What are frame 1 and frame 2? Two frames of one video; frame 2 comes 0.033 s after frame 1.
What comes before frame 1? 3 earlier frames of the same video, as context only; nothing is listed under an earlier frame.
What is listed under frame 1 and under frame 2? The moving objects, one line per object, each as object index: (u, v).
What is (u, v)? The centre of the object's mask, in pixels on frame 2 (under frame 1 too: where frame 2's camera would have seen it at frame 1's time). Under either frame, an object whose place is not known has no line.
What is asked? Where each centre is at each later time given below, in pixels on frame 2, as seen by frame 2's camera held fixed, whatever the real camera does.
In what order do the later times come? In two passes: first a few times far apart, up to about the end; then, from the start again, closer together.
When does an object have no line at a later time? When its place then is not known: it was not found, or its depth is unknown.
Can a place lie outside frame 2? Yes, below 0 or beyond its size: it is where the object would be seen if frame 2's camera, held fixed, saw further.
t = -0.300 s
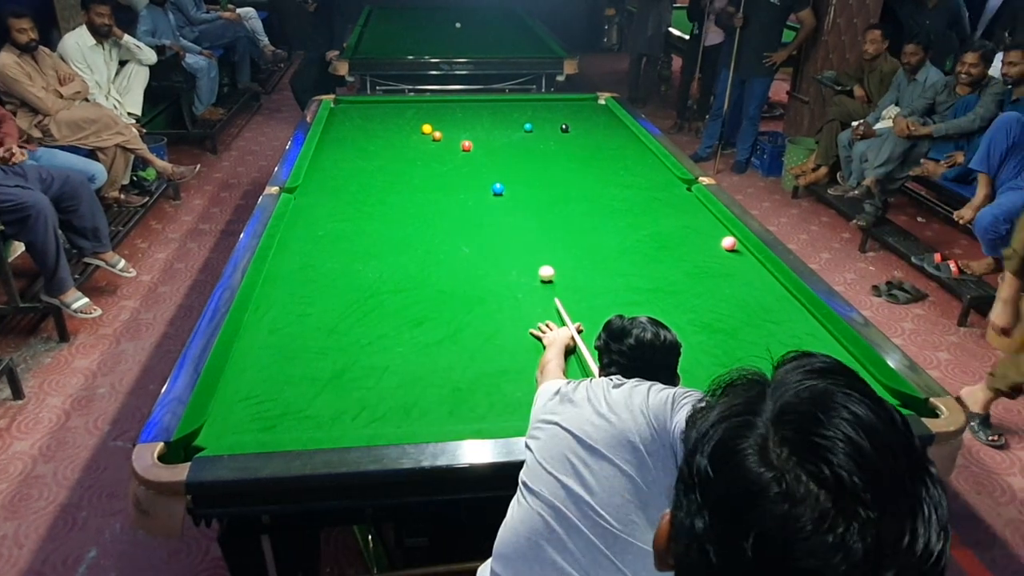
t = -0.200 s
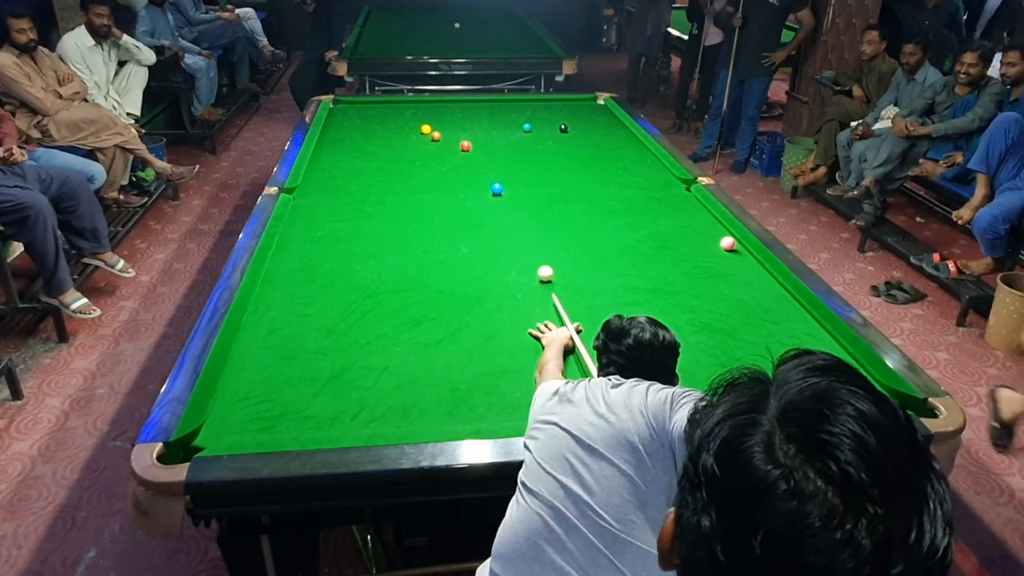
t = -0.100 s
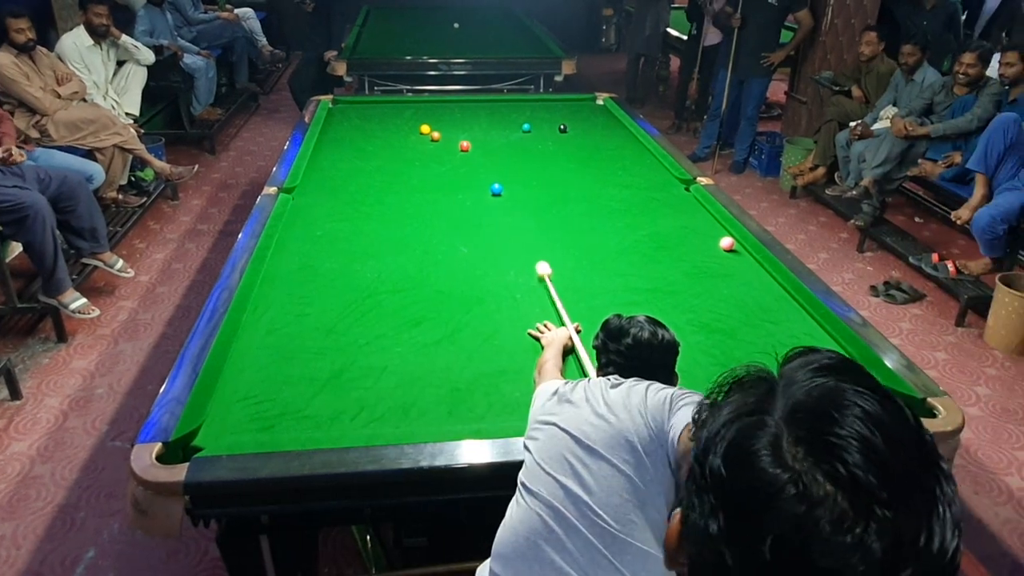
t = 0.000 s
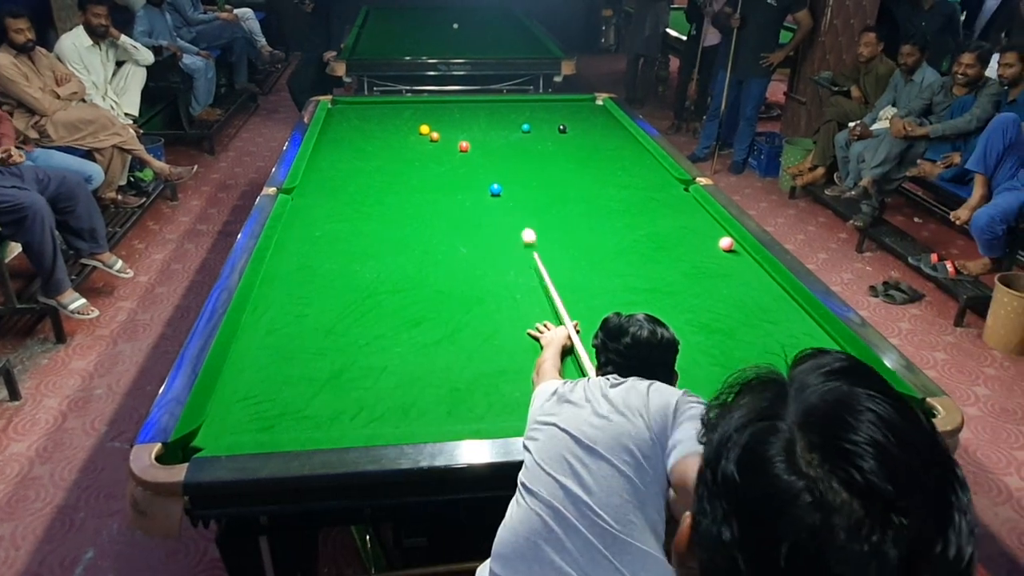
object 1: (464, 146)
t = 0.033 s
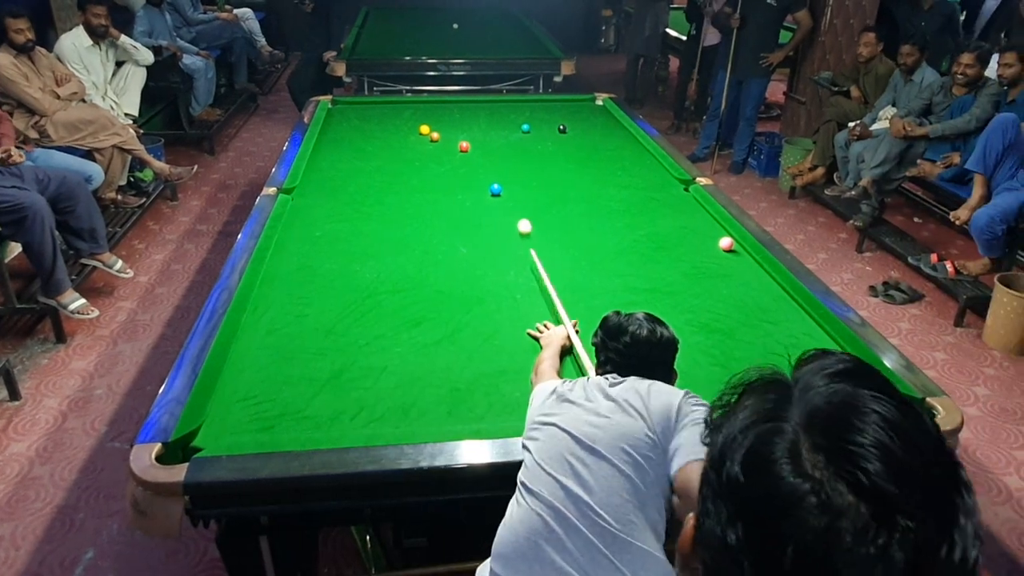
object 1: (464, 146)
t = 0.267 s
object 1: (464, 146)
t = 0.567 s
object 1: (464, 146)
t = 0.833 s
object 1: (464, 146)
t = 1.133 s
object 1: (464, 146)
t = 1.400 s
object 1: (464, 146)
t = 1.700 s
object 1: (477, 149)
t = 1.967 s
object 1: (495, 153)
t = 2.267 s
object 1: (515, 157)
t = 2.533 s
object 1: (532, 161)
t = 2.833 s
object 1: (550, 165)
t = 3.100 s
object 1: (566, 168)
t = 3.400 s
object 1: (583, 172)
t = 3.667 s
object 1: (596, 175)
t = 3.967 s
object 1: (611, 178)
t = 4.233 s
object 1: (623, 181)
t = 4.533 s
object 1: (634, 183)
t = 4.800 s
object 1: (644, 185)
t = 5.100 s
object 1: (652, 187)
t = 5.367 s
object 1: (658, 189)
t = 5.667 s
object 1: (663, 190)
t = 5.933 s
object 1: (667, 191)
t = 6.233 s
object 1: (670, 192)
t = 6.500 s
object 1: (670, 192)
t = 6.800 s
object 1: (670, 192)
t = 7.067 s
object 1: (670, 191)
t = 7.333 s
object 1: (670, 191)
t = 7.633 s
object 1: (670, 192)
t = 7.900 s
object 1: (670, 191)
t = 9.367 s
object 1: (669, 191)
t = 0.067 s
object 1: (464, 146)
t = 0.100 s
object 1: (464, 146)
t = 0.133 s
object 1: (464, 146)
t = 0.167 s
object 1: (464, 146)
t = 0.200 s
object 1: (464, 146)
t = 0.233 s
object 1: (464, 146)
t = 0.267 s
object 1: (464, 146)
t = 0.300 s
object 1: (464, 146)
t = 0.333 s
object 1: (464, 146)
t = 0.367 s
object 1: (464, 146)
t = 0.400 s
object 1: (464, 146)
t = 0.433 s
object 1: (464, 146)
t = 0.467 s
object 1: (464, 146)
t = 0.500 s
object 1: (464, 146)
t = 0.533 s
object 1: (464, 146)
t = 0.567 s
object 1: (464, 146)
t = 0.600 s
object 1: (464, 146)
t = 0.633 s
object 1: (464, 146)
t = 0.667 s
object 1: (464, 146)
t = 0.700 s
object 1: (464, 146)
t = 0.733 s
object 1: (464, 146)
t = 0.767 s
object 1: (464, 146)
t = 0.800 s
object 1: (464, 146)
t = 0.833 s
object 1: (464, 146)
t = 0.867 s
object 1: (464, 146)
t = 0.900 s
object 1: (464, 146)
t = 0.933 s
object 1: (464, 146)
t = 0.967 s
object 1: (464, 146)
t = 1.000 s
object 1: (464, 146)
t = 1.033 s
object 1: (464, 146)
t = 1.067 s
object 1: (464, 146)
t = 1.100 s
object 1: (464, 146)
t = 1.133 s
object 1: (464, 146)
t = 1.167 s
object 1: (464, 146)
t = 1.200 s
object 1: (464, 146)
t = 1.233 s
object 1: (464, 146)
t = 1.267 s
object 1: (464, 146)
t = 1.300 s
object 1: (464, 146)
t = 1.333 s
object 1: (464, 146)
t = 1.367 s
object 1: (464, 146)
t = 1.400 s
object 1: (464, 146)
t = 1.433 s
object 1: (464, 146)
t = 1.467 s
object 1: (464, 147)
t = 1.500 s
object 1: (465, 147)
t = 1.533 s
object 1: (465, 147)
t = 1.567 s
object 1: (467, 147)
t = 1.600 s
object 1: (470, 148)
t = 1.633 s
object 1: (472, 148)
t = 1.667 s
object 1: (475, 148)
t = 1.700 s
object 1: (477, 149)
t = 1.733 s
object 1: (479, 149)
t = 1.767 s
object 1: (481, 150)
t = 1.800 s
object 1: (483, 151)
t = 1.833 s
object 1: (486, 151)
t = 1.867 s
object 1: (488, 151)
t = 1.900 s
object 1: (490, 152)
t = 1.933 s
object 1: (493, 152)
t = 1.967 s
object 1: (495, 153)
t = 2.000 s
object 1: (497, 153)
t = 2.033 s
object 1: (499, 154)
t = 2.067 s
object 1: (501, 154)
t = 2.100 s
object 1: (504, 154)
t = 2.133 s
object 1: (506, 155)
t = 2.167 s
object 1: (508, 156)
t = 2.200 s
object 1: (510, 156)
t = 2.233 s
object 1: (513, 157)
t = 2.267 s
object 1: (515, 157)
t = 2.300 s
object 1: (517, 157)
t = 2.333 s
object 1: (519, 158)
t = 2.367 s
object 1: (521, 158)
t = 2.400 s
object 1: (523, 159)
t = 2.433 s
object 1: (526, 159)
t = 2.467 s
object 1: (528, 160)
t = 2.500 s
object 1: (530, 160)
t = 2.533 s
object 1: (532, 161)
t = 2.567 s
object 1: (534, 161)
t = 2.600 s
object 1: (536, 162)
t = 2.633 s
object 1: (538, 162)
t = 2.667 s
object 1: (540, 162)
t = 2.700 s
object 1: (542, 163)
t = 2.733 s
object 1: (544, 163)
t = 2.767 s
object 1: (546, 164)
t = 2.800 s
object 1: (548, 164)
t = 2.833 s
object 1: (550, 165)
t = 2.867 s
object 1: (553, 165)
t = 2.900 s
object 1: (555, 165)
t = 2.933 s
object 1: (556, 166)
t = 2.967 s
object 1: (558, 166)
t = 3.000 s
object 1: (560, 167)
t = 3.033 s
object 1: (562, 167)
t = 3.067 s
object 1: (564, 168)
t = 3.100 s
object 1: (566, 168)
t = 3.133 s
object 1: (568, 169)
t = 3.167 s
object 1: (570, 169)
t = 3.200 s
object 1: (572, 169)
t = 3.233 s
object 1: (573, 169)
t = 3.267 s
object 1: (575, 170)
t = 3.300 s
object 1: (577, 171)
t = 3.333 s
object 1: (579, 171)
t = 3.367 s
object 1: (581, 171)
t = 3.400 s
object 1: (583, 172)
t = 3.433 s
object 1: (585, 172)
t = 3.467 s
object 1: (586, 172)
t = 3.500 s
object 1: (588, 173)
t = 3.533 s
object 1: (590, 173)
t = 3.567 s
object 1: (592, 174)
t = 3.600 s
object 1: (593, 174)
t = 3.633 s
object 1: (595, 175)
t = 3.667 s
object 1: (596, 175)
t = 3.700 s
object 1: (598, 175)
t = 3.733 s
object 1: (600, 176)
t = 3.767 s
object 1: (602, 176)
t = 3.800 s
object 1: (603, 176)
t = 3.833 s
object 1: (605, 177)
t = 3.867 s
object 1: (606, 177)
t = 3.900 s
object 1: (608, 177)
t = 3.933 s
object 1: (610, 178)
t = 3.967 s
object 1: (611, 178)
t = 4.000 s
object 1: (613, 178)
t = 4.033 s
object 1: (614, 179)
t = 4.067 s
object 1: (615, 179)
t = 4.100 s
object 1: (617, 179)
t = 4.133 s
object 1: (618, 180)
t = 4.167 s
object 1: (620, 180)
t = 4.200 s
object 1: (621, 180)
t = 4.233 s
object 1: (623, 181)
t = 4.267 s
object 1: (624, 181)
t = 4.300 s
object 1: (625, 181)
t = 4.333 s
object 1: (627, 181)
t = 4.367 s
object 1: (628, 182)
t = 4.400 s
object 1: (629, 182)
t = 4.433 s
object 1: (631, 182)
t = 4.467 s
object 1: (632, 182)
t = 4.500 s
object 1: (633, 183)
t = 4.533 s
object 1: (634, 183)
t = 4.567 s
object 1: (636, 183)
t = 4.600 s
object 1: (637, 184)
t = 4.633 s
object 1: (638, 184)
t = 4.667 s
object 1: (639, 184)
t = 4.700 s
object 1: (640, 184)
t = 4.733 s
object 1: (641, 184)
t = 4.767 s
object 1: (642, 185)
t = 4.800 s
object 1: (644, 185)
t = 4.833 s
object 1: (645, 185)
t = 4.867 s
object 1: (645, 185)
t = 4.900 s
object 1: (647, 186)
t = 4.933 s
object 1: (647, 186)
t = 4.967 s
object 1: (649, 186)
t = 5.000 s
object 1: (649, 187)
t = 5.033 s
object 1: (650, 187)
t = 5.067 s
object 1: (651, 187)
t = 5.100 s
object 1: (652, 187)
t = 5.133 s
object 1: (652, 187)
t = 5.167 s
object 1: (653, 188)
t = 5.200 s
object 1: (654, 188)
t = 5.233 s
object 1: (655, 188)
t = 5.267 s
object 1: (656, 188)
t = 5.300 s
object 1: (657, 188)
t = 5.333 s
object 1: (657, 188)
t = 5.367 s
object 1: (658, 189)
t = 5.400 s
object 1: (659, 189)
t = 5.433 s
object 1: (659, 189)
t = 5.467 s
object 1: (660, 189)
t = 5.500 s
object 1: (661, 190)
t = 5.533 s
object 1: (661, 190)
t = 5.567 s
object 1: (662, 190)
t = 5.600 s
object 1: (663, 190)
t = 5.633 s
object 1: (663, 190)
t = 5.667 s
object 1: (663, 190)
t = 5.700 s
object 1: (664, 190)
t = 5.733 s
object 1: (664, 190)
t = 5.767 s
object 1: (665, 191)
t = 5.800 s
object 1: (666, 191)
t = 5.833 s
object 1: (666, 191)
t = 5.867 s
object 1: (667, 191)
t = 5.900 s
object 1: (667, 191)
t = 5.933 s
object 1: (667, 191)
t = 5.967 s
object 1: (668, 191)
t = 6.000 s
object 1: (668, 191)
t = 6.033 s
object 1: (668, 191)
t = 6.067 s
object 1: (668, 191)
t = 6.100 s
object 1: (668, 191)
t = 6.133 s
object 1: (669, 191)
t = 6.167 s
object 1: (669, 191)
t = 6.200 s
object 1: (669, 191)
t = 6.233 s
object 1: (670, 192)
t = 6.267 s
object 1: (670, 192)
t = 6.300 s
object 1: (670, 192)
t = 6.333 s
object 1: (670, 192)
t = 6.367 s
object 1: (670, 192)
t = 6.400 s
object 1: (670, 192)
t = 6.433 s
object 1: (670, 192)
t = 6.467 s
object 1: (670, 192)
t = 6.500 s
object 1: (670, 192)
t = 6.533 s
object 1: (670, 192)
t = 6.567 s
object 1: (670, 192)
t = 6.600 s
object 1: (670, 192)
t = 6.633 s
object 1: (670, 192)
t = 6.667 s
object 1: (670, 192)
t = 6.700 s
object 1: (670, 191)
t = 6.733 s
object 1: (670, 192)
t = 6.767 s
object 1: (670, 191)
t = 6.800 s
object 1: (670, 192)
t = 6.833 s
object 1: (670, 192)
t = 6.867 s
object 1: (670, 192)
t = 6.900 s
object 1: (670, 192)
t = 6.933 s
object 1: (670, 192)
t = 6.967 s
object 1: (670, 192)
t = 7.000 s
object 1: (670, 192)
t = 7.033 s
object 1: (670, 191)
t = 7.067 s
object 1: (670, 191)
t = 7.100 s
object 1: (670, 192)
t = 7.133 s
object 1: (670, 191)
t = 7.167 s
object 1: (670, 192)
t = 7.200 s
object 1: (670, 191)
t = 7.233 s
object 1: (670, 191)
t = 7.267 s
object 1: (670, 191)
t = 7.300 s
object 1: (670, 191)
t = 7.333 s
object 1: (670, 191)
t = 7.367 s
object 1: (670, 192)
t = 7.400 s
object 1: (670, 191)
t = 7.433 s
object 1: (670, 191)
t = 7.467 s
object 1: (670, 191)
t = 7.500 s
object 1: (670, 191)
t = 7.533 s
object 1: (670, 191)
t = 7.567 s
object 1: (670, 191)
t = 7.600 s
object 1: (670, 191)
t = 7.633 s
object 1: (670, 192)
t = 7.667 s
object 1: (670, 191)
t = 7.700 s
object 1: (670, 191)
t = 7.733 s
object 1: (670, 191)
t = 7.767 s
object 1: (670, 192)
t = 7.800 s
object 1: (670, 192)
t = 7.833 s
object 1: (670, 192)
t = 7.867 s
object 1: (670, 192)
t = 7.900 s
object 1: (670, 191)
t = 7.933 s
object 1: (670, 192)
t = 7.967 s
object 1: (670, 192)
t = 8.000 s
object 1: (670, 191)
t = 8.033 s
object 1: (670, 191)
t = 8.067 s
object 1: (670, 192)
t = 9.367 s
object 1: (669, 191)
